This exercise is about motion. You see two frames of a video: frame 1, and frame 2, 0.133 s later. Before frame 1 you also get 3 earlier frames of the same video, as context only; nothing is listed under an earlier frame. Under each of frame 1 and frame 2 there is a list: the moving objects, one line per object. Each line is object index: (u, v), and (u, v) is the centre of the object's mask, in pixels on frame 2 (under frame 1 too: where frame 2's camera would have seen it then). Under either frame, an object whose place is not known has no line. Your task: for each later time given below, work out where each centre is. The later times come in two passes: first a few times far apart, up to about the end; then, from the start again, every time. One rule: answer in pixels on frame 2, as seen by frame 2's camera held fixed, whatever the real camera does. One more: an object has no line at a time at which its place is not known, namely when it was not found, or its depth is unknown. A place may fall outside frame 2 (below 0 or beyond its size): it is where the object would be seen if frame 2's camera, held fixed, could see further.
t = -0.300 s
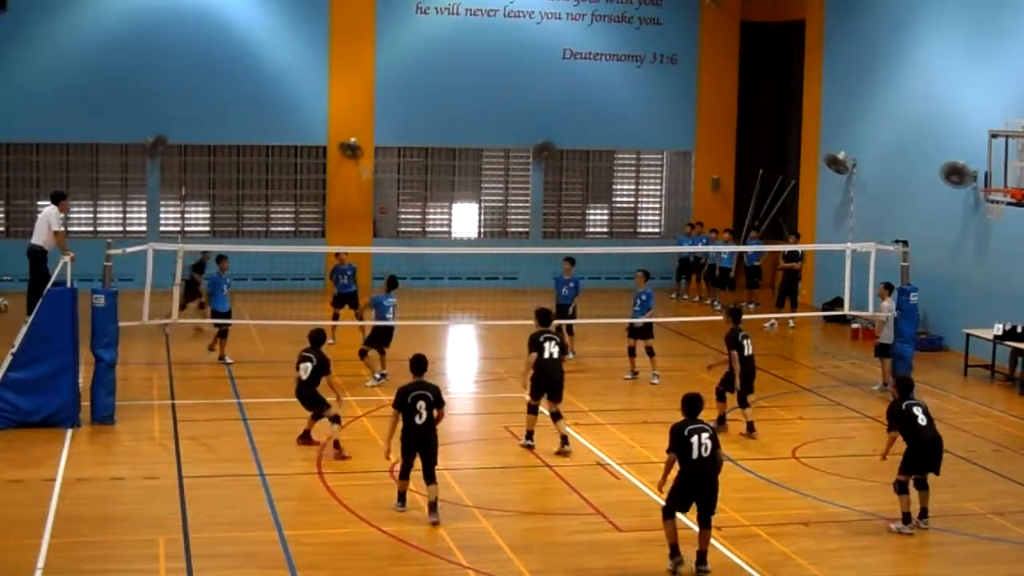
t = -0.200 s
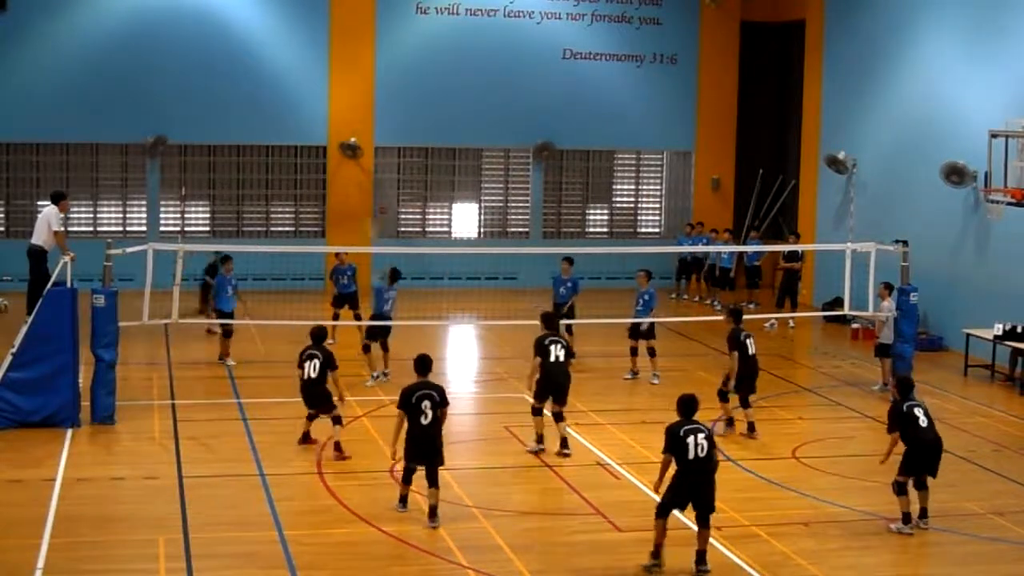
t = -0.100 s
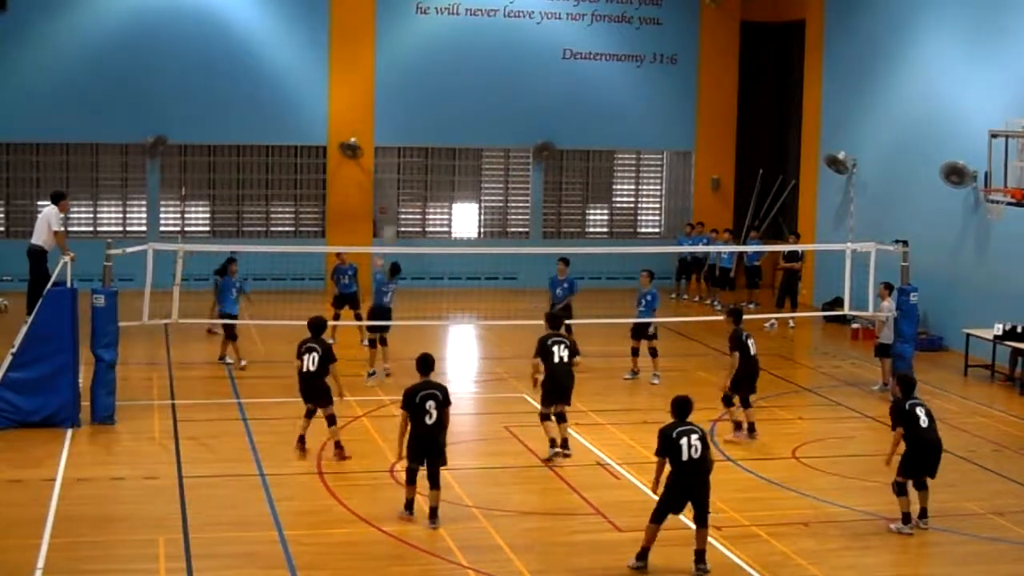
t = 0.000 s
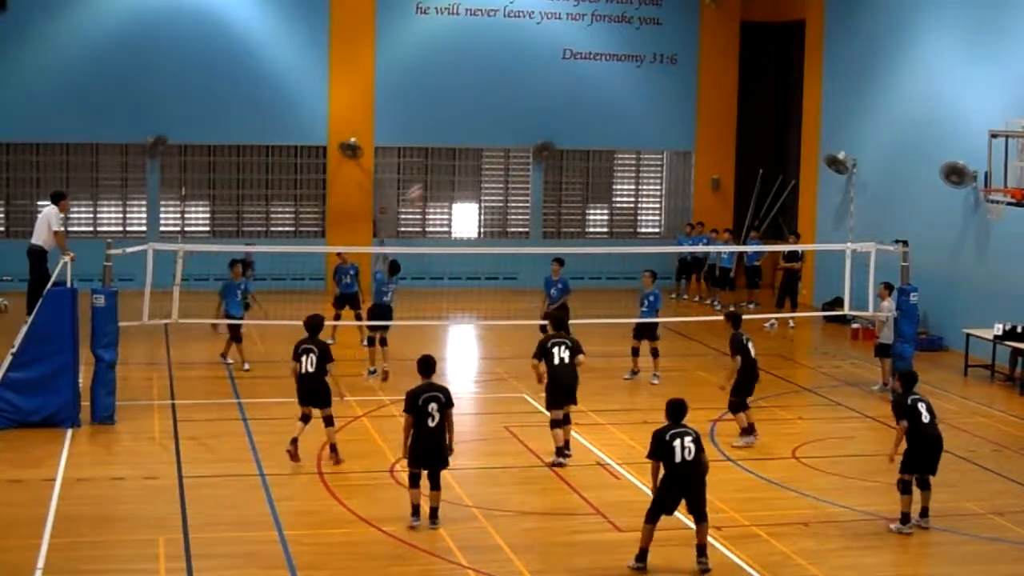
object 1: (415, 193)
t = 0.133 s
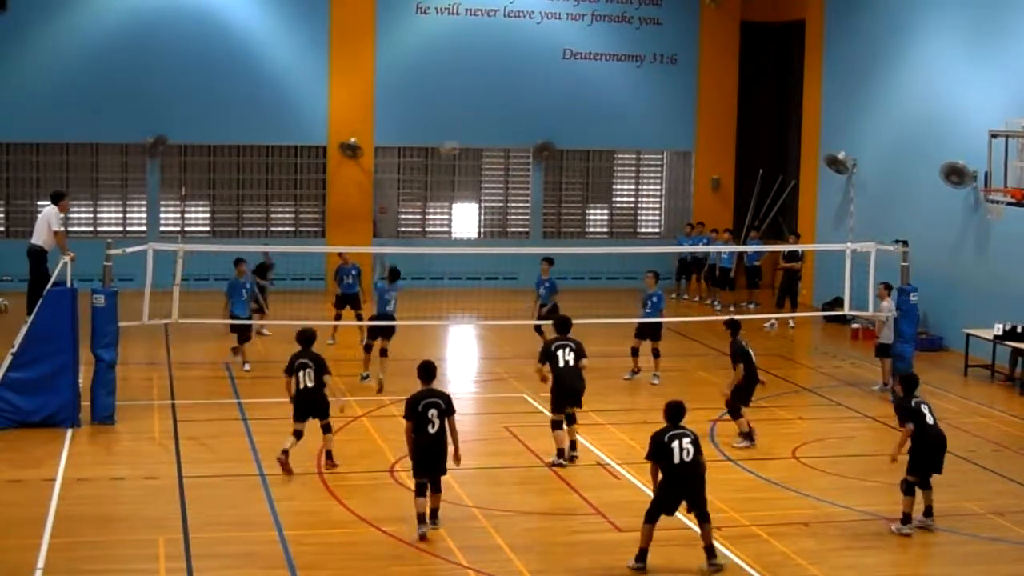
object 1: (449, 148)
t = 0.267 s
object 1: (487, 115)
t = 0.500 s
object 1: (557, 86)
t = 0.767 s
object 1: (649, 108)
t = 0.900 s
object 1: (697, 142)
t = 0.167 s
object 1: (458, 138)
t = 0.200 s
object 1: (472, 127)
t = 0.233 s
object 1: (475, 122)
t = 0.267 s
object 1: (487, 115)
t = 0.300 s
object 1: (496, 110)
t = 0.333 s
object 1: (505, 108)
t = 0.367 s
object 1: (517, 96)
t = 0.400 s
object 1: (525, 96)
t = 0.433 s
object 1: (534, 89)
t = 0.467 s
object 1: (549, 89)
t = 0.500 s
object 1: (557, 86)
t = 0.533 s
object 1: (570, 85)
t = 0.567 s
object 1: (578, 89)
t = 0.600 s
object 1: (589, 86)
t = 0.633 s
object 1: (603, 88)
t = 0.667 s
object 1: (614, 91)
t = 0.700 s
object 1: (626, 96)
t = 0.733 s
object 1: (634, 100)
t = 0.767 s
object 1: (649, 108)
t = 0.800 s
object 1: (661, 115)
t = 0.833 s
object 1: (674, 122)
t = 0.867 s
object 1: (684, 132)
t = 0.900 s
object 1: (697, 142)
